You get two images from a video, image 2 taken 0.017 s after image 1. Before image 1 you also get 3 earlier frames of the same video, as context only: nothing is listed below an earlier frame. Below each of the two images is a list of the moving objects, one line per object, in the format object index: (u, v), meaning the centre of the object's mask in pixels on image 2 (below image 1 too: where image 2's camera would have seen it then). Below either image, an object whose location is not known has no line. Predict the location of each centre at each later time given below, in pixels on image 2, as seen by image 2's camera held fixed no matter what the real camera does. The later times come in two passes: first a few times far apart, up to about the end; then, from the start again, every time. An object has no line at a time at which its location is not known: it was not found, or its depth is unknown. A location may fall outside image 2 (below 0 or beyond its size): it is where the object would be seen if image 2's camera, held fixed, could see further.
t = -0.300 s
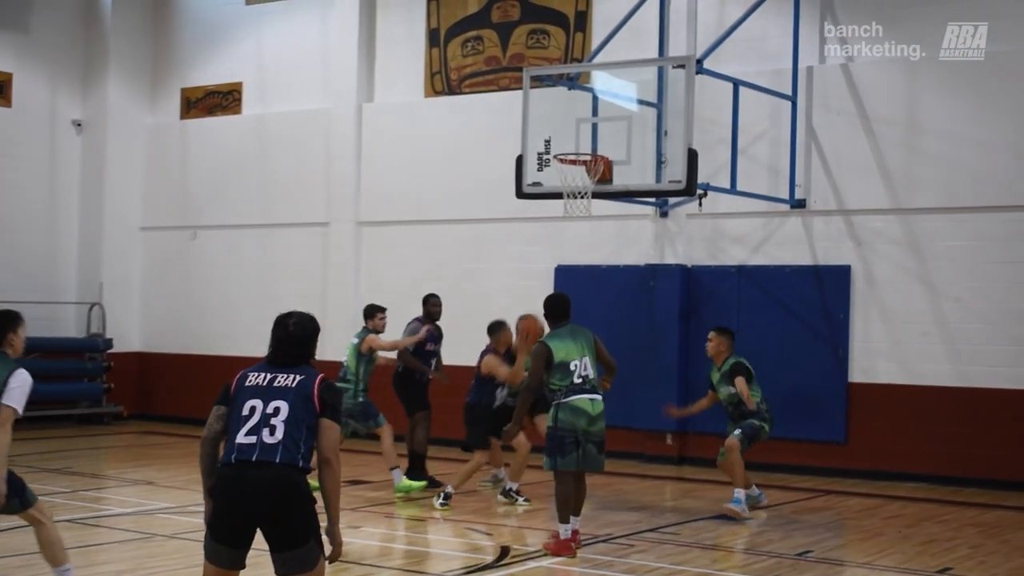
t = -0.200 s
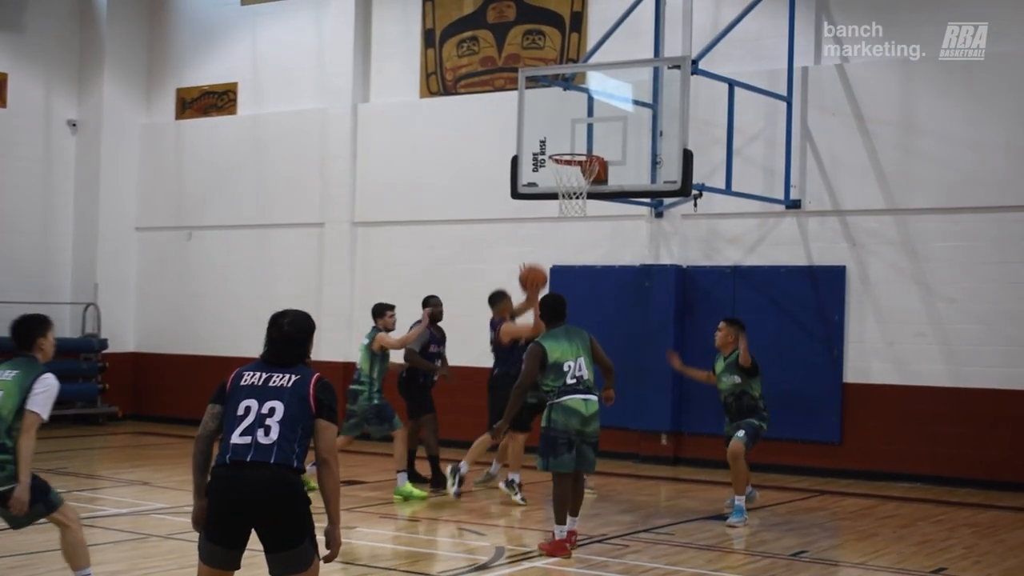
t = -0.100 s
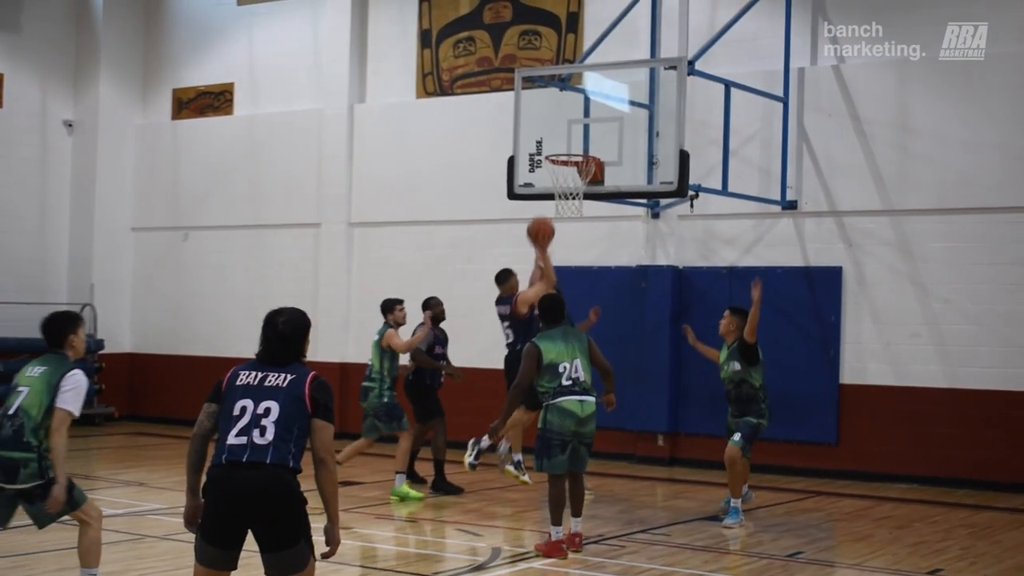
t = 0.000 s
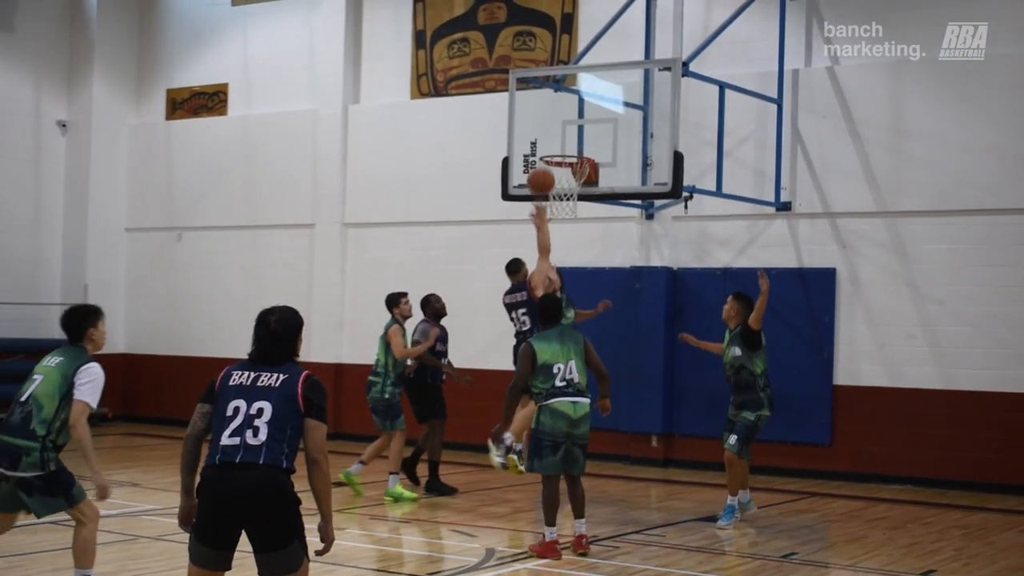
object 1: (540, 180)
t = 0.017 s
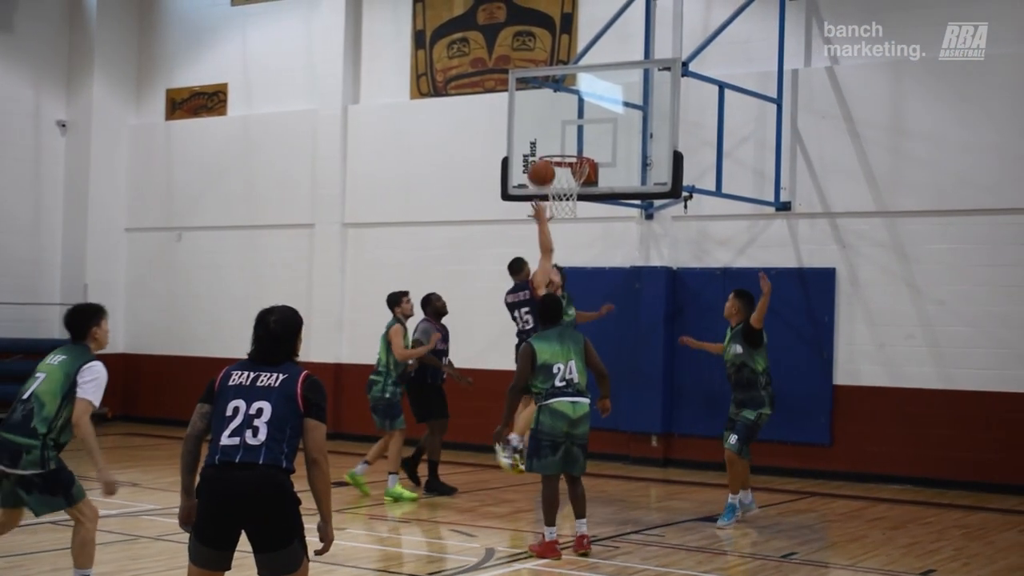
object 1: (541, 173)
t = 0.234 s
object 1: (551, 109)
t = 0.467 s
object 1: (559, 101)
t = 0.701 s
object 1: (564, 149)
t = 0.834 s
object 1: (553, 151)
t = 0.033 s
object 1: (542, 166)
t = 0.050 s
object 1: (543, 159)
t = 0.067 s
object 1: (544, 152)
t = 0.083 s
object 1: (544, 147)
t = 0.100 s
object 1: (545, 141)
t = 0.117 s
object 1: (546, 136)
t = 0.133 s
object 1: (547, 131)
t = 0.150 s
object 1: (548, 127)
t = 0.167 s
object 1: (548, 122)
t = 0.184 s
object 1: (549, 119)
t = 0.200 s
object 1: (549, 115)
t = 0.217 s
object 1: (550, 112)
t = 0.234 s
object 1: (551, 109)
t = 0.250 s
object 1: (551, 106)
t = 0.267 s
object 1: (552, 104)
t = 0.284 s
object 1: (552, 102)
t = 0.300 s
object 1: (553, 101)
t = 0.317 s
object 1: (554, 99)
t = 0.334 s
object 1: (554, 98)
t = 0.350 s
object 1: (555, 98)
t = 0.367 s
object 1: (556, 97)
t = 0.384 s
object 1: (556, 97)
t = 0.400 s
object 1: (557, 97)
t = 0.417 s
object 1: (557, 98)
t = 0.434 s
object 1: (558, 98)
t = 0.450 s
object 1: (558, 100)
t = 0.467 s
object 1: (559, 101)
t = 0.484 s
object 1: (559, 102)
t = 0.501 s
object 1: (560, 104)
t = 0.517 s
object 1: (560, 107)
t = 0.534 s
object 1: (560, 109)
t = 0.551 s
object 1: (561, 112)
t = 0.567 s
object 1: (561, 115)
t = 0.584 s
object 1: (562, 119)
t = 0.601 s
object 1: (562, 122)
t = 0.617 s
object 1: (562, 126)
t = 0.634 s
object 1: (563, 130)
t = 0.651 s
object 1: (563, 135)
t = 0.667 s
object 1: (564, 139)
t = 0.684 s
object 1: (564, 144)
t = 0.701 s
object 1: (564, 149)
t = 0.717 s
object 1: (564, 152)
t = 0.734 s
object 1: (562, 152)
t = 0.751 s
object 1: (561, 151)
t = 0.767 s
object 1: (560, 151)
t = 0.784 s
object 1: (558, 151)
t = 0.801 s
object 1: (557, 151)
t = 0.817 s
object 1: (555, 152)
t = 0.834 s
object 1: (553, 151)
